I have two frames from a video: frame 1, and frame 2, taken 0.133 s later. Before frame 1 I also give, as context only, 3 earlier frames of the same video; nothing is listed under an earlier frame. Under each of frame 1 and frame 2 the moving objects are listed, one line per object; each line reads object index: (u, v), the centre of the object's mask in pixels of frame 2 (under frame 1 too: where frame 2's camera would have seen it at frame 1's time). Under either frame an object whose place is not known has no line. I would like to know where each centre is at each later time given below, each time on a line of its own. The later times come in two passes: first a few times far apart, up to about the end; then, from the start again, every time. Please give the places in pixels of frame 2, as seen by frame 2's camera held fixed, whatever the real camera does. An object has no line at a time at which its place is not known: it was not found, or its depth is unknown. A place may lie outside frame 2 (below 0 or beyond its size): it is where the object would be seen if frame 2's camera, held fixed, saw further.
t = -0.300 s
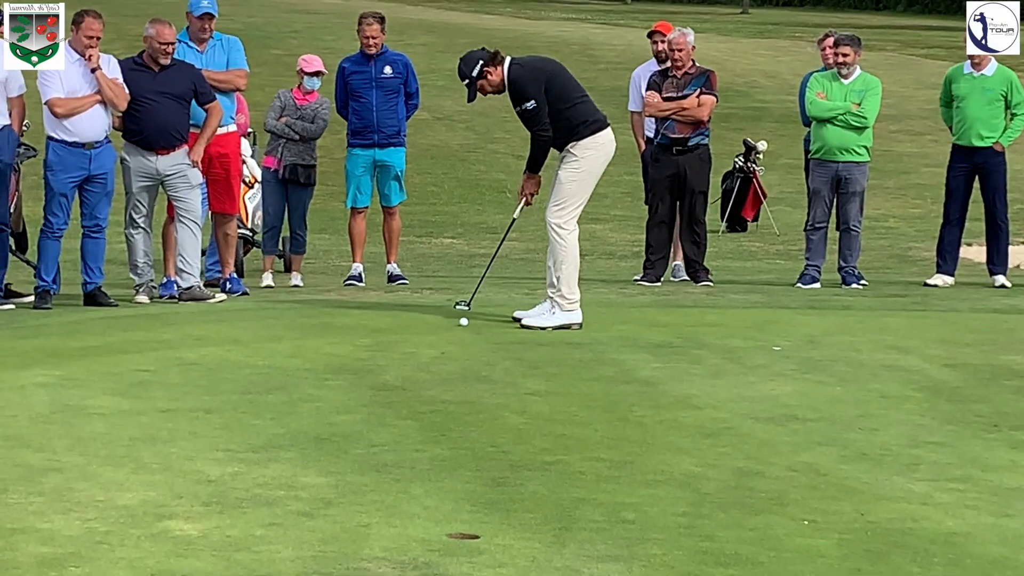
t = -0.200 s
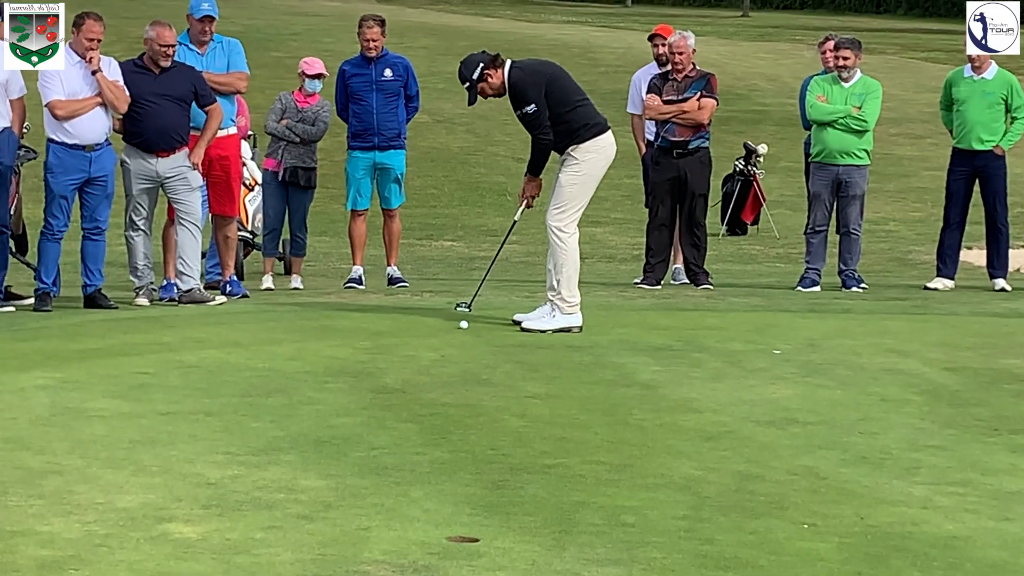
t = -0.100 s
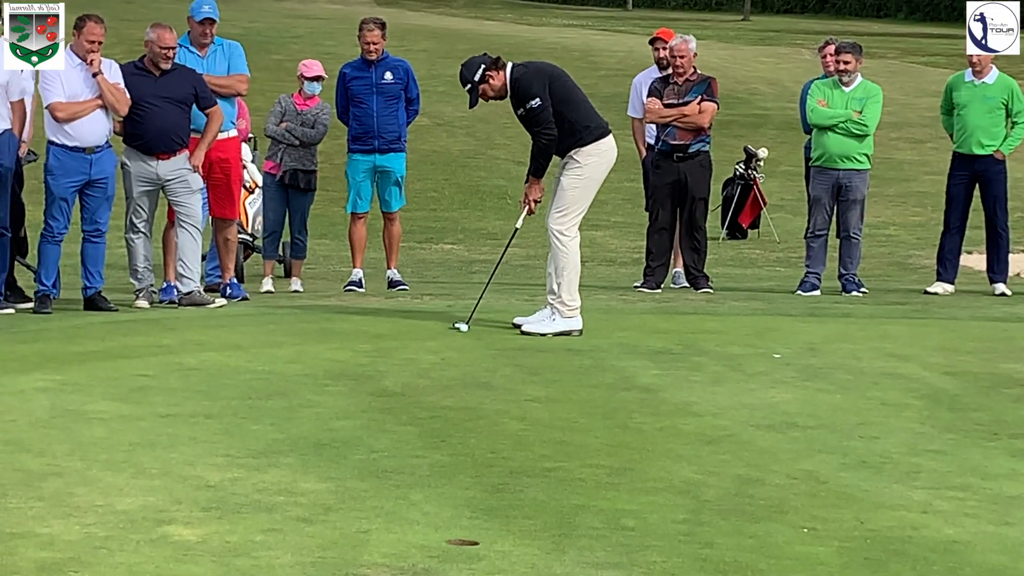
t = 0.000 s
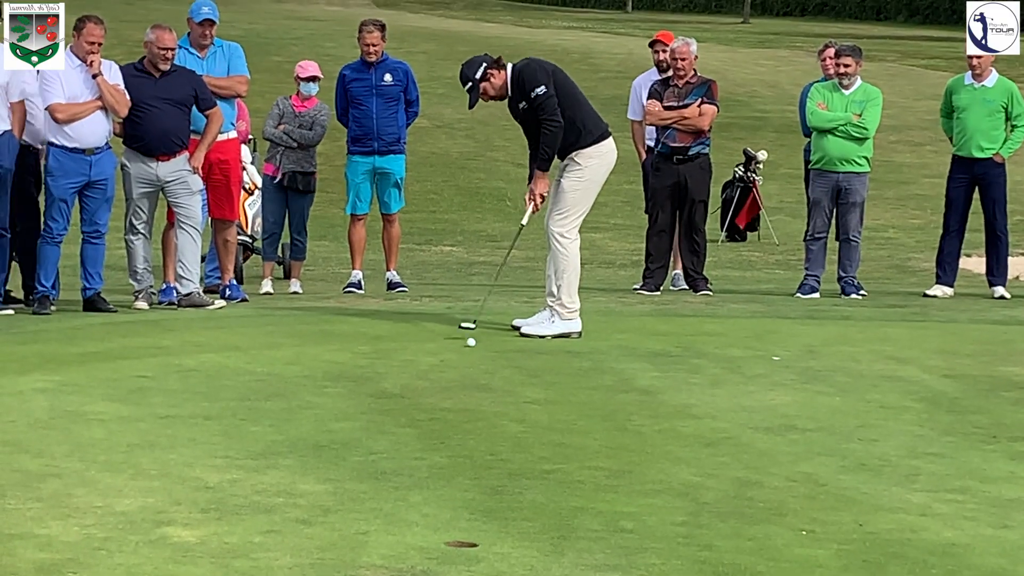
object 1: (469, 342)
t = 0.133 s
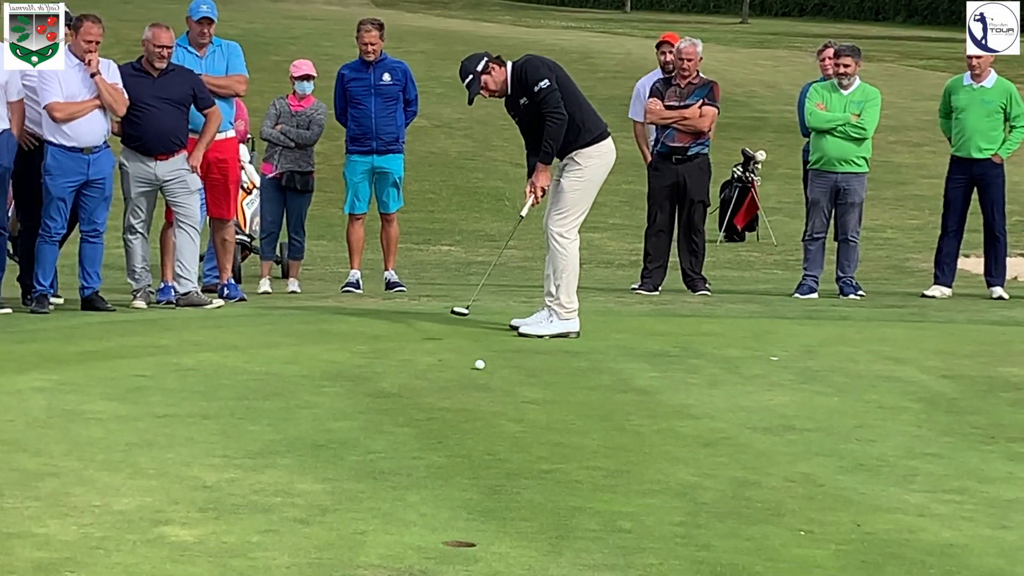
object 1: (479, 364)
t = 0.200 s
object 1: (484, 375)
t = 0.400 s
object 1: (493, 409)
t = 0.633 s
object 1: (498, 450)
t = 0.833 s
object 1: (501, 479)
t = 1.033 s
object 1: (500, 509)
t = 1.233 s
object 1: (497, 534)
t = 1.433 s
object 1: (495, 550)
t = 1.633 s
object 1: (490, 559)
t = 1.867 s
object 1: (491, 560)
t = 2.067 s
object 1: (491, 559)
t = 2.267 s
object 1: (491, 559)
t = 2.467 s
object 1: (492, 560)
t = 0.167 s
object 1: (482, 372)
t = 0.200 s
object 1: (484, 375)
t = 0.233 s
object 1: (484, 378)
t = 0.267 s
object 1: (486, 384)
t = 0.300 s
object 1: (488, 389)
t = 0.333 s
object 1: (490, 395)
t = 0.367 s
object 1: (491, 400)
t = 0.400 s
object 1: (493, 409)
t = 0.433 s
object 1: (495, 415)
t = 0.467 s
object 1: (496, 421)
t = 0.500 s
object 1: (496, 427)
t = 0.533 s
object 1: (497, 433)
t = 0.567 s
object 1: (496, 435)
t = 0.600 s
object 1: (497, 441)
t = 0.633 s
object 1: (498, 450)
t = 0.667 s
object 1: (497, 456)
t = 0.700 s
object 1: (498, 461)
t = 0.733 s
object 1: (499, 466)
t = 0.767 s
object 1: (500, 475)
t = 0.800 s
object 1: (501, 477)
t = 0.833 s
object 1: (501, 479)
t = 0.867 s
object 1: (501, 486)
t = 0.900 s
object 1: (501, 493)
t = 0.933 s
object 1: (501, 500)
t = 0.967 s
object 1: (501, 503)
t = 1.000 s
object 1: (501, 504)
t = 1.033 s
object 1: (500, 509)
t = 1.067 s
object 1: (500, 515)
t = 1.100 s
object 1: (500, 521)
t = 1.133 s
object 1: (500, 523)
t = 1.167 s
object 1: (500, 525)
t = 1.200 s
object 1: (499, 529)
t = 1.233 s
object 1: (497, 534)
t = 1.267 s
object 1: (497, 537)
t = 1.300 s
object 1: (497, 539)
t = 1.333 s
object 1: (496, 542)
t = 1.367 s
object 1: (496, 545)
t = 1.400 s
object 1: (496, 547)
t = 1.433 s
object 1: (495, 550)
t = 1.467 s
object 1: (495, 553)
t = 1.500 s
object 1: (494, 554)
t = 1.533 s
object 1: (493, 556)
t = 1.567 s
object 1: (492, 558)
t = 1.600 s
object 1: (491, 559)
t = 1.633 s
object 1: (490, 559)
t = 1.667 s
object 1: (490, 560)
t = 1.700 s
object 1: (489, 560)
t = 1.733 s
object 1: (489, 560)
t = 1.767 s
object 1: (489, 560)
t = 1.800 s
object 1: (490, 560)
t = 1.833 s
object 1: (490, 560)
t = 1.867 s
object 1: (491, 560)
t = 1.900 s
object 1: (490, 560)
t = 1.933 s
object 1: (490, 560)
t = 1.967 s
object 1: (490, 560)
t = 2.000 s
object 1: (491, 560)
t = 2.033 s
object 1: (491, 560)
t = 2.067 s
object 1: (491, 559)
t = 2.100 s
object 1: (491, 559)
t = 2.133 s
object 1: (491, 559)
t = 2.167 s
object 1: (490, 559)
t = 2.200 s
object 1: (491, 559)
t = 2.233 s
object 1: (491, 559)
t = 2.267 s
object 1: (491, 559)
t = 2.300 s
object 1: (491, 559)
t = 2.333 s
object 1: (491, 559)
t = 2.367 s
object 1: (492, 559)
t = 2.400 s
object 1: (491, 559)
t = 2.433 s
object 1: (492, 559)
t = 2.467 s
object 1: (492, 560)
